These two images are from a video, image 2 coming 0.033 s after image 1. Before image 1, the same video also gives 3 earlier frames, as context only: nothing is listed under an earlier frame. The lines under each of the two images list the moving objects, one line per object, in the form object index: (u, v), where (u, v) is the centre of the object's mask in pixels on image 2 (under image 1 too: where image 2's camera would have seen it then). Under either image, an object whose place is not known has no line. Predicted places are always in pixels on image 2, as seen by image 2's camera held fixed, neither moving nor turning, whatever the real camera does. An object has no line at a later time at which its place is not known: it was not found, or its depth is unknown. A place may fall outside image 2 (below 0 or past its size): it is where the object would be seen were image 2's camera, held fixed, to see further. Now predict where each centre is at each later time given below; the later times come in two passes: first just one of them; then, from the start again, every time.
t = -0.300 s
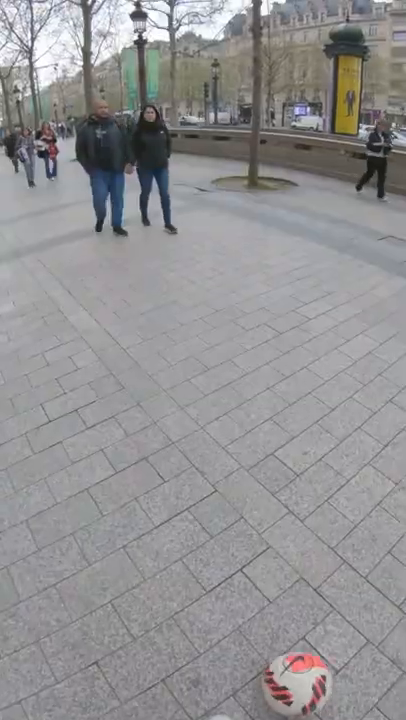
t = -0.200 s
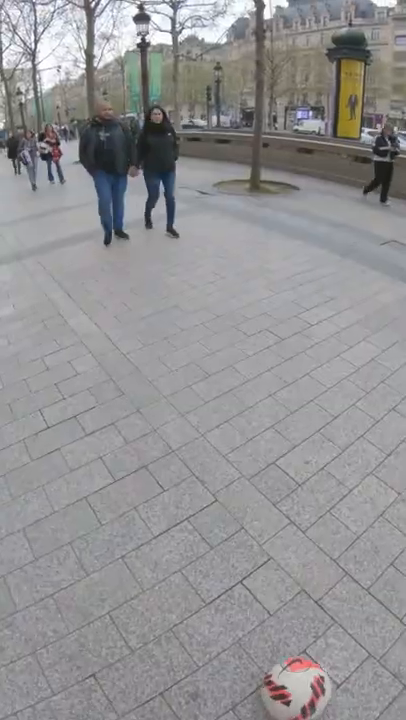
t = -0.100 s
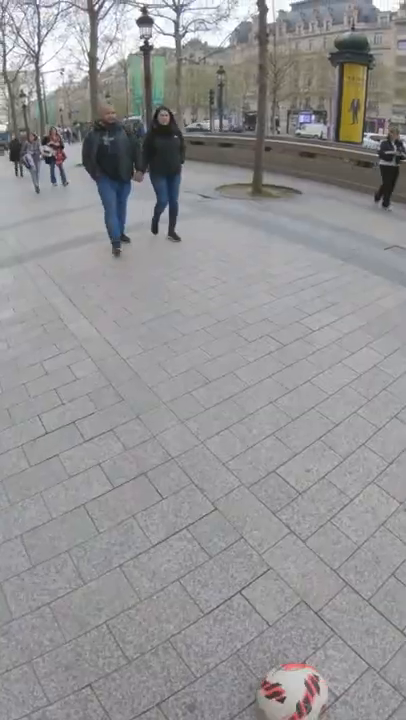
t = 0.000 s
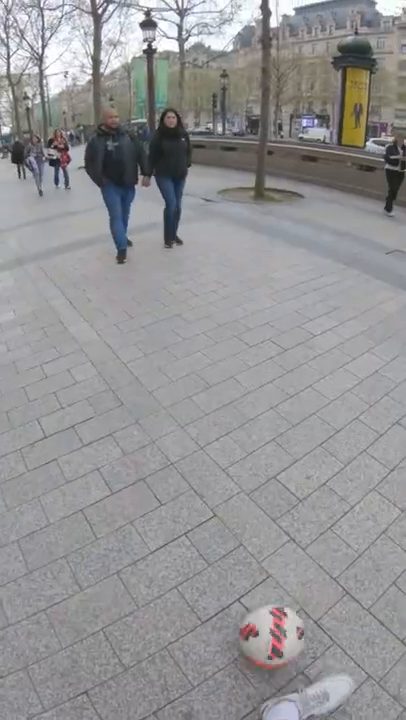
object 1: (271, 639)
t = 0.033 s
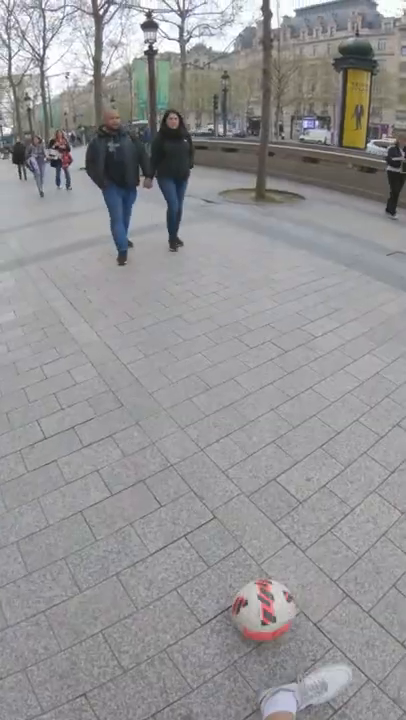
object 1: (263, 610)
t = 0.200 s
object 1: (233, 505)
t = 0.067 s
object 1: (255, 583)
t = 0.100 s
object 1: (249, 560)
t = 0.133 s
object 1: (244, 540)
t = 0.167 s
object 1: (238, 522)
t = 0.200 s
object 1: (233, 505)
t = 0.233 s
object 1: (229, 491)
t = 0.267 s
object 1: (226, 478)
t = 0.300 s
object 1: (223, 466)
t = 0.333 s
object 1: (219, 454)
